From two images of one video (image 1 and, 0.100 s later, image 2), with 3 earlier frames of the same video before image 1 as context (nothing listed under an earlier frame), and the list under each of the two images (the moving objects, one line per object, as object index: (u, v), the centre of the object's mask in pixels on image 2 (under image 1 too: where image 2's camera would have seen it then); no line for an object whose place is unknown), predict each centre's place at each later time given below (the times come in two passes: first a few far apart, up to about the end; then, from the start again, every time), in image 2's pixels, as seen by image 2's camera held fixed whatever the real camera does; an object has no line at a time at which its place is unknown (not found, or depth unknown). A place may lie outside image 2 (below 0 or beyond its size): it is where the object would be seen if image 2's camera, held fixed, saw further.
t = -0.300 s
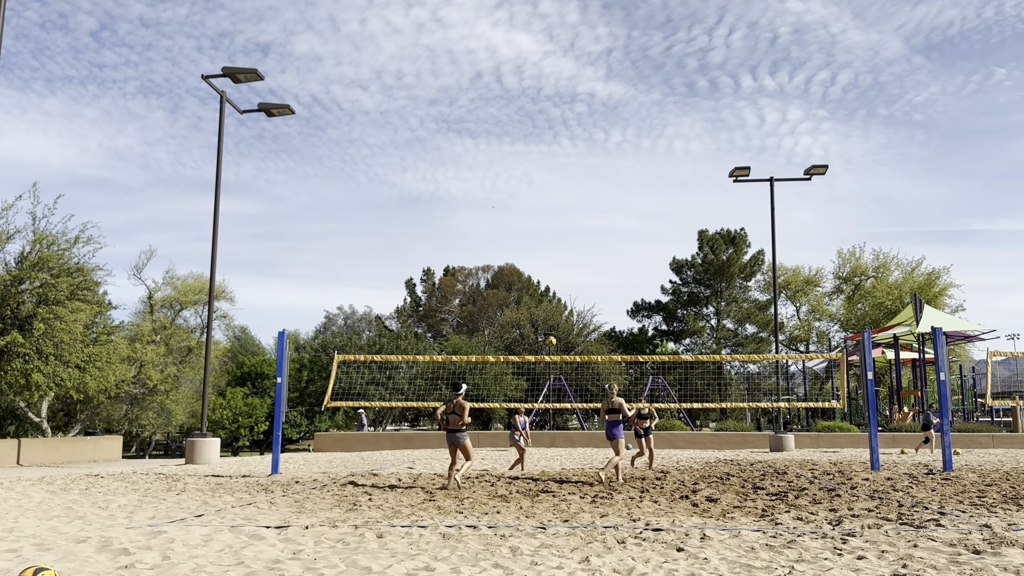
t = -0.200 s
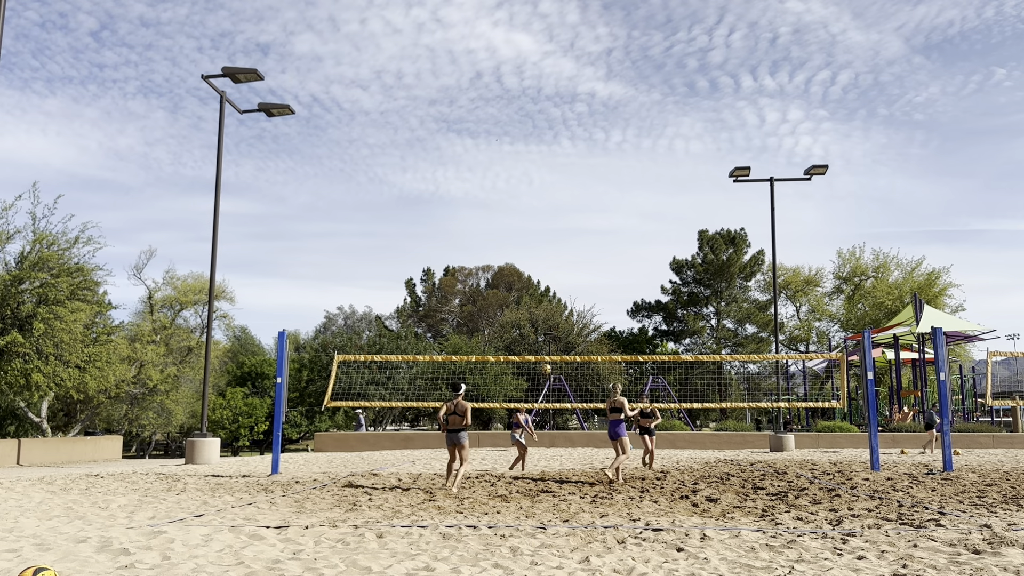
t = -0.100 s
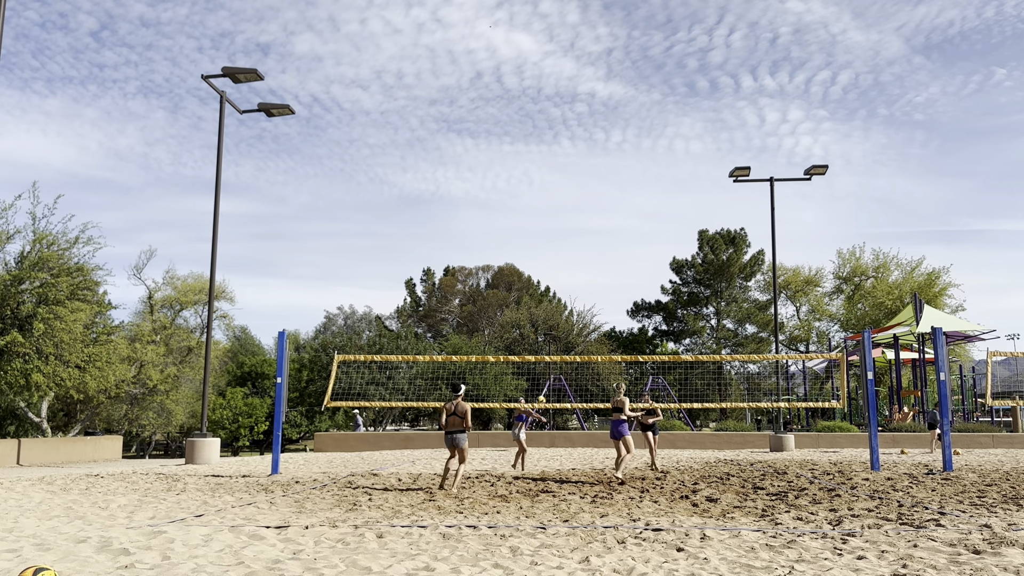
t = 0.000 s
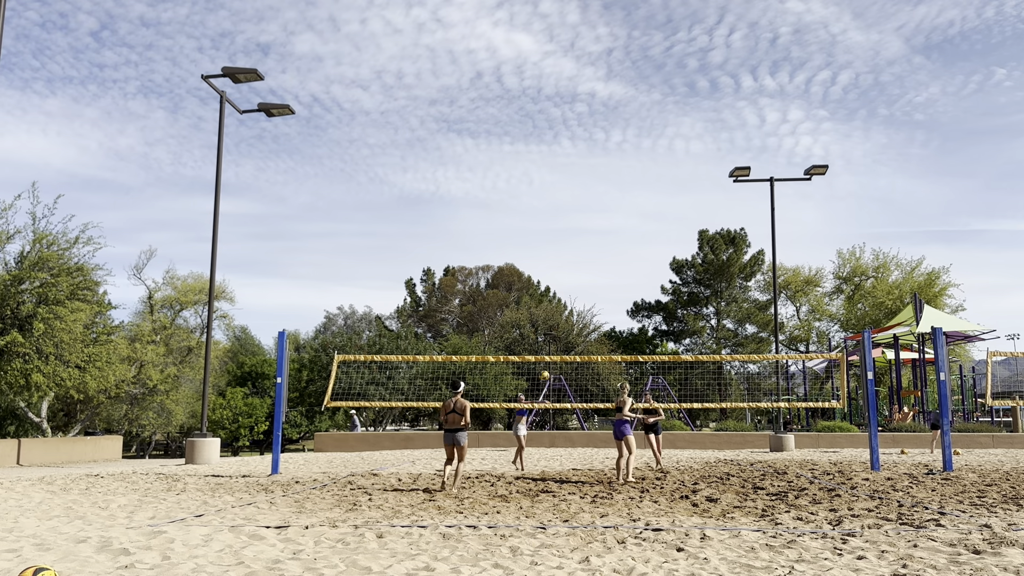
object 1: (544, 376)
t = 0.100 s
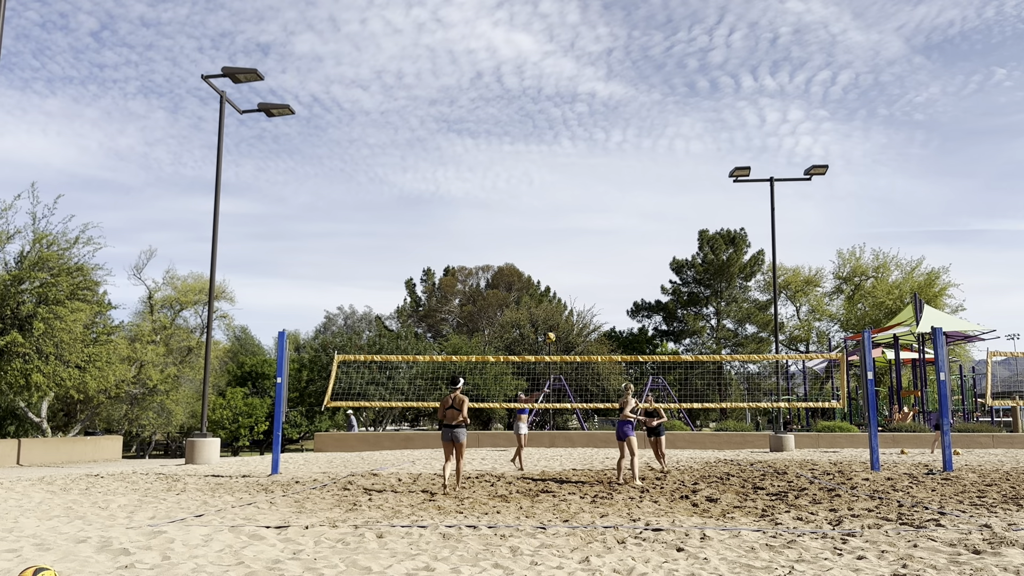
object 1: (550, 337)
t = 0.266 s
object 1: (560, 286)
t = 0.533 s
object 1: (574, 230)
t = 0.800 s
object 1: (586, 205)
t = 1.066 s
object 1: (595, 213)
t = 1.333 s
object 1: (602, 253)
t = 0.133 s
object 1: (552, 326)
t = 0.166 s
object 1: (554, 315)
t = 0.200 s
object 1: (557, 304)
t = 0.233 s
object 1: (558, 295)
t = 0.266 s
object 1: (560, 286)
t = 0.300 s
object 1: (562, 277)
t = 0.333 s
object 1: (563, 269)
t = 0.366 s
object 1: (566, 261)
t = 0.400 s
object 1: (567, 254)
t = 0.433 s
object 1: (569, 247)
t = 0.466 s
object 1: (571, 240)
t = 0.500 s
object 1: (572, 235)
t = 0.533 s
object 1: (574, 230)
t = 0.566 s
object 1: (575, 225)
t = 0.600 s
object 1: (577, 221)
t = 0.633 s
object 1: (579, 217)
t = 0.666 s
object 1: (580, 214)
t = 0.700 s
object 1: (582, 211)
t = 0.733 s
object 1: (583, 208)
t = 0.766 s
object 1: (584, 206)
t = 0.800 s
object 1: (586, 205)
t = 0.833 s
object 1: (587, 205)
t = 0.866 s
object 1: (588, 204)
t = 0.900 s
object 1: (590, 204)
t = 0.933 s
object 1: (591, 205)
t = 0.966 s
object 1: (592, 206)
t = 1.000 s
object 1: (593, 208)
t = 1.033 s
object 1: (594, 210)
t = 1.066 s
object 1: (595, 213)
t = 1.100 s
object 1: (596, 216)
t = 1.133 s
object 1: (597, 220)
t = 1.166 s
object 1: (598, 224)
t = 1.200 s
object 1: (599, 229)
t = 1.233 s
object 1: (600, 234)
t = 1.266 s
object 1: (601, 240)
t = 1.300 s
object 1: (602, 246)
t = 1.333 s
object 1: (602, 253)
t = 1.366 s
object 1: (603, 261)
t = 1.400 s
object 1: (604, 269)
